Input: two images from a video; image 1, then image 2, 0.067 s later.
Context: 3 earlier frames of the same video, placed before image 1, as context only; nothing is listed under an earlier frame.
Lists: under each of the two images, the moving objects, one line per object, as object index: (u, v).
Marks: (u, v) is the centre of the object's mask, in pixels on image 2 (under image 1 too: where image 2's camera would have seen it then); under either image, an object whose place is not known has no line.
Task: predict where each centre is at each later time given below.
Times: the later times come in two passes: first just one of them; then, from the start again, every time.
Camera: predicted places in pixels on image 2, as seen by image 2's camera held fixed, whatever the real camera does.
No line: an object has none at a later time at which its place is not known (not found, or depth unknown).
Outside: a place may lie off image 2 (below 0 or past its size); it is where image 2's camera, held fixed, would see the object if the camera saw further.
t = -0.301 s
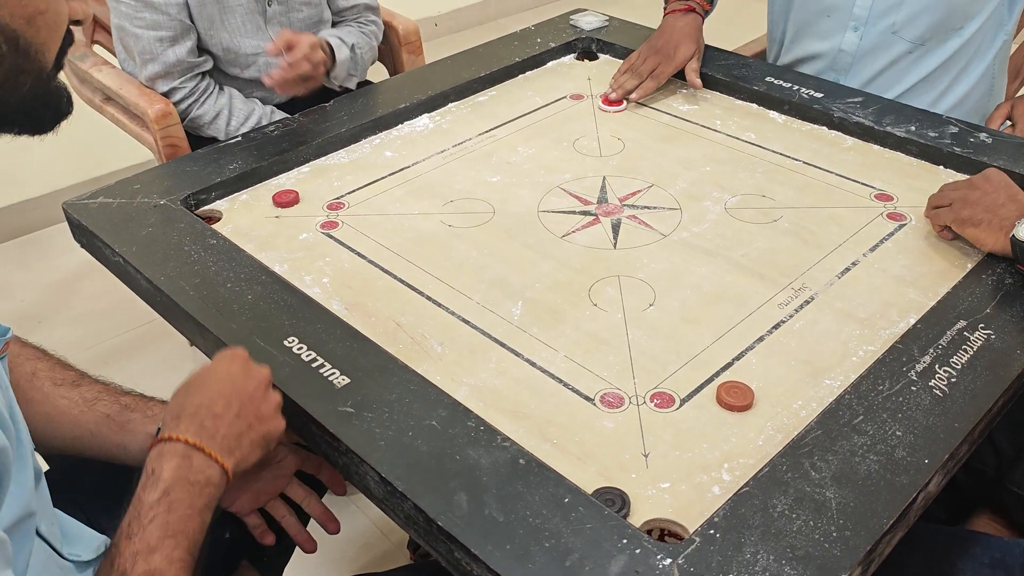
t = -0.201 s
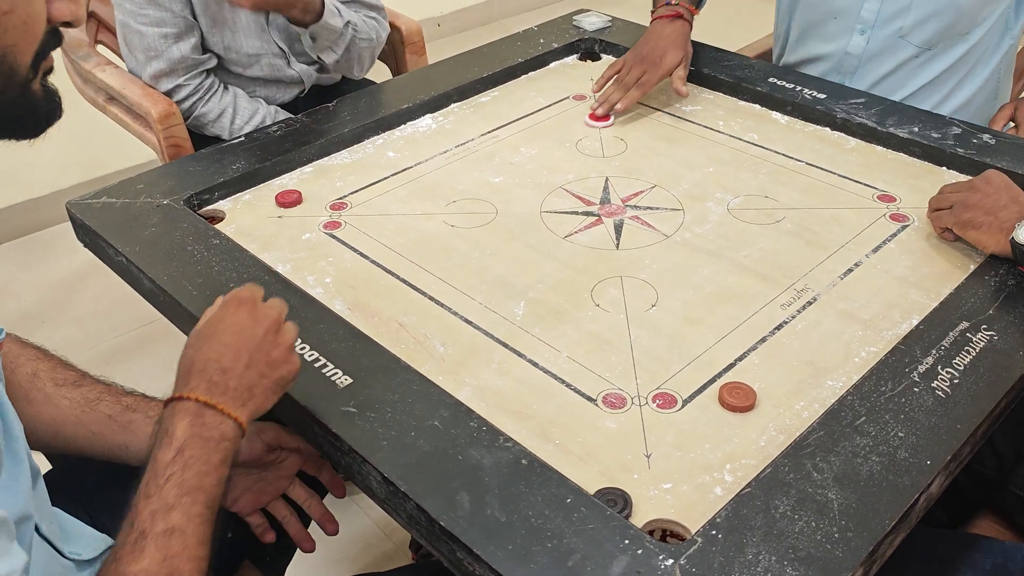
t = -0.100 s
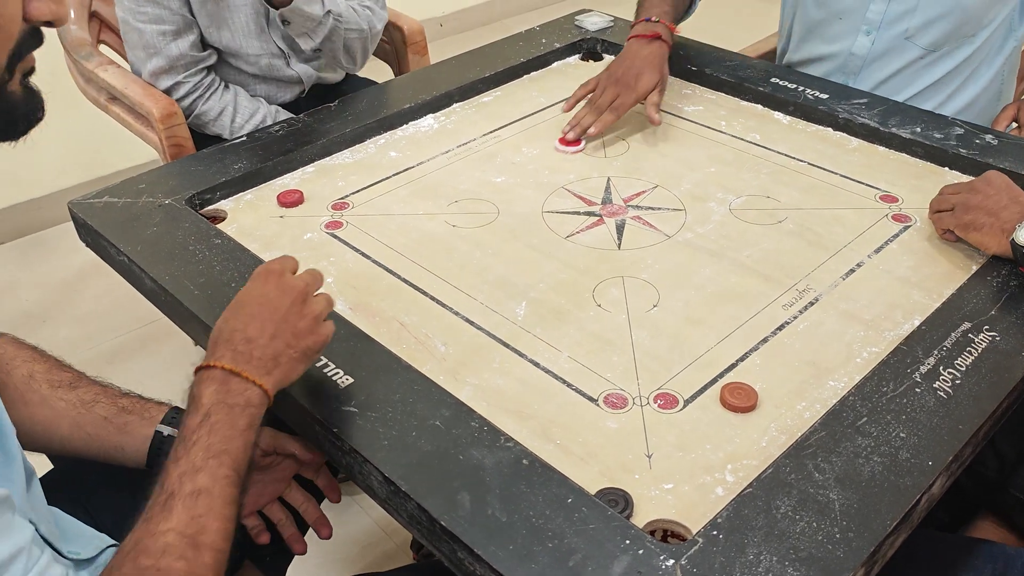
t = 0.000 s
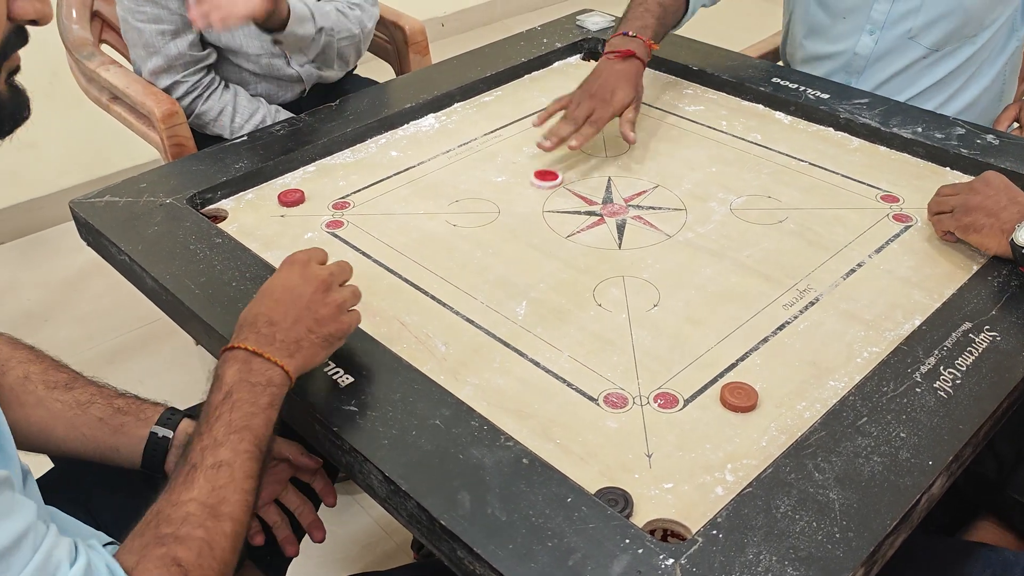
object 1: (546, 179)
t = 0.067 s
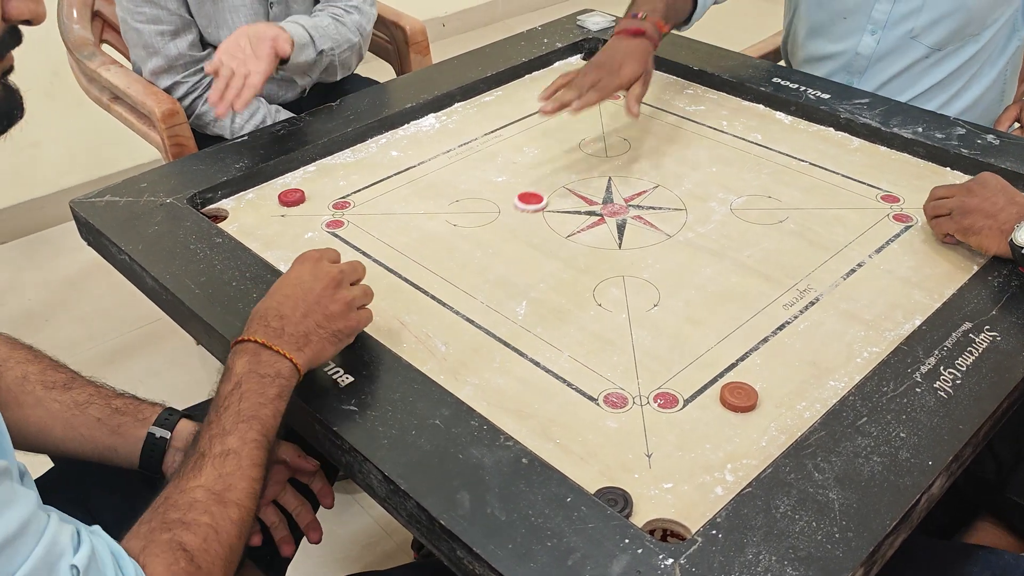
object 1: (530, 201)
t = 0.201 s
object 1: (499, 247)
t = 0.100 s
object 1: (523, 213)
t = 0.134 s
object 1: (515, 224)
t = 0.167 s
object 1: (507, 235)
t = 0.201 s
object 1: (499, 247)
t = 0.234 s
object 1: (492, 257)
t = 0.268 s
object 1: (484, 268)
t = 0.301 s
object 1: (476, 278)
